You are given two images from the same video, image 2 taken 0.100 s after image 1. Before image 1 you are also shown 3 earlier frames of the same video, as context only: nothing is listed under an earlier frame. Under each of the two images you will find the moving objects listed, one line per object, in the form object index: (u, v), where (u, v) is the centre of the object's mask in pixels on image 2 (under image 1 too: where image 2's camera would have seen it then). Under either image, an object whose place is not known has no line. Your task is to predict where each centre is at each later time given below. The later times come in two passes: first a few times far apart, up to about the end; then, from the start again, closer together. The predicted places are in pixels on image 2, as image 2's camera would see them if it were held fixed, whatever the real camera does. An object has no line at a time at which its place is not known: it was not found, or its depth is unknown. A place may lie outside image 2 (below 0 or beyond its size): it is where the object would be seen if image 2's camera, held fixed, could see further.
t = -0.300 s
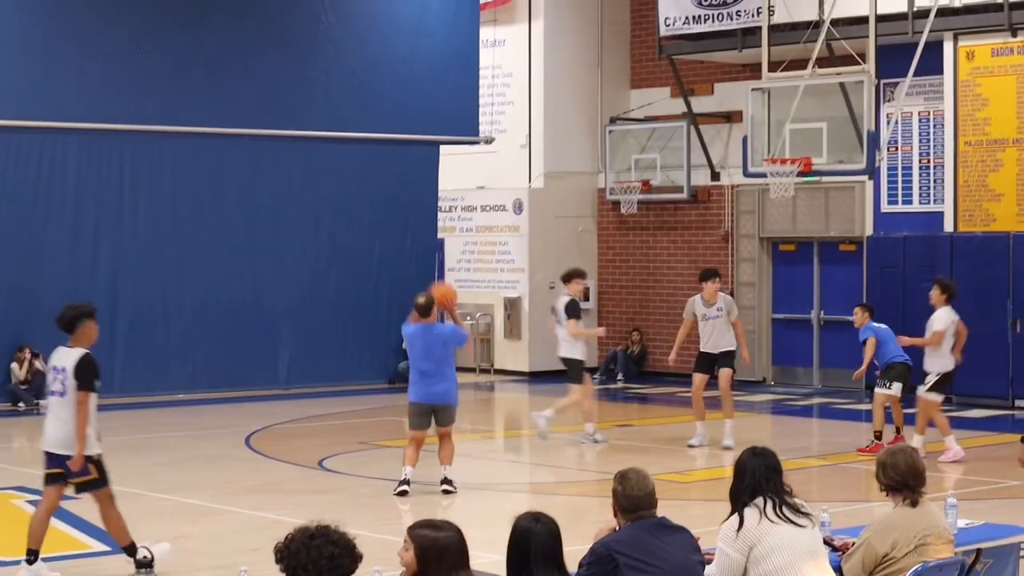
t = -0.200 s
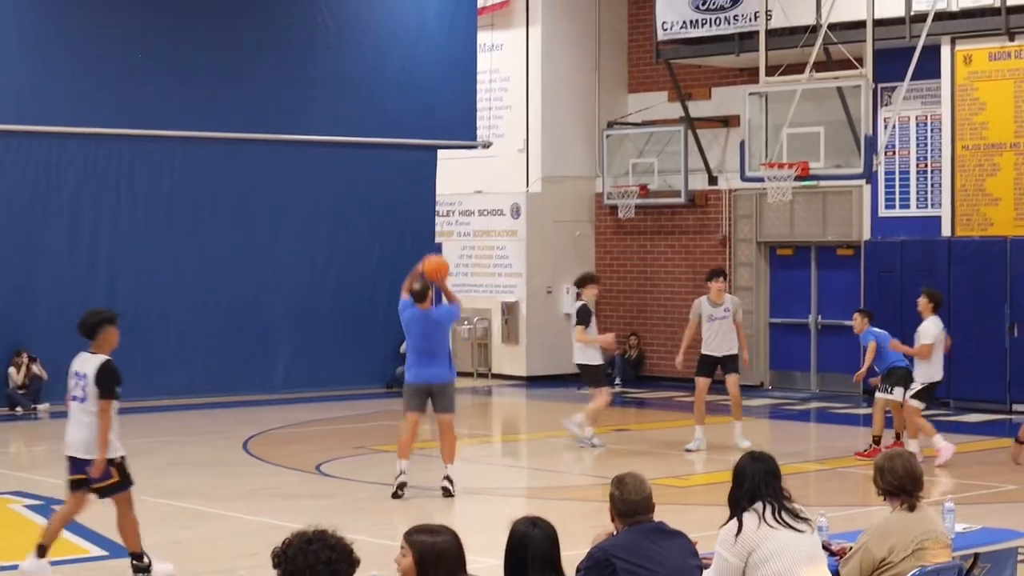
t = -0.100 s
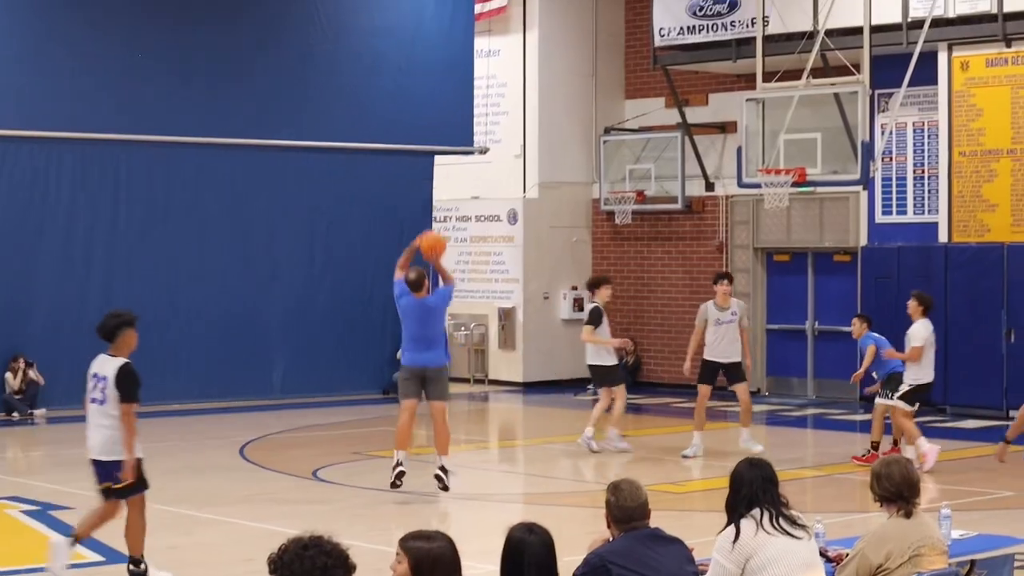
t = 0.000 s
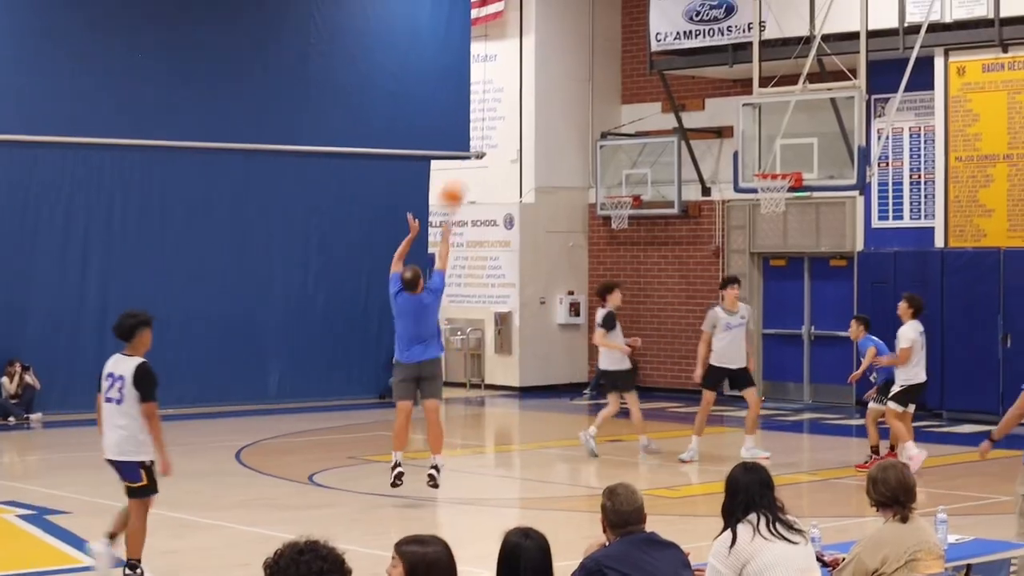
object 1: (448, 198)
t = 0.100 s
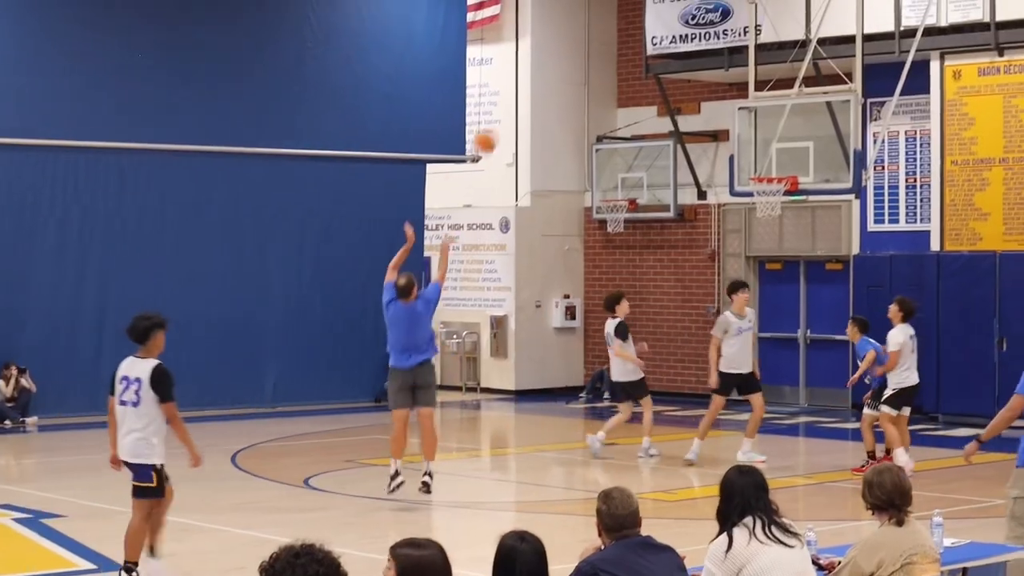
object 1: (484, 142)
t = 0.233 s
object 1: (532, 85)
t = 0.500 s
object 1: (616, 33)
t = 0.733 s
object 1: (682, 48)
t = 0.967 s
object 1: (742, 107)
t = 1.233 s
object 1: (759, 187)
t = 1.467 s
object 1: (761, 197)
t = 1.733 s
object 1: (782, 250)
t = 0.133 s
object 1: (497, 125)
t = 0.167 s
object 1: (508, 109)
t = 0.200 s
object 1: (520, 97)
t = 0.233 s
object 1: (532, 85)
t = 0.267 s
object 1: (542, 75)
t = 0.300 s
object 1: (553, 66)
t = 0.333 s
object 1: (564, 56)
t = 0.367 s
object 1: (574, 50)
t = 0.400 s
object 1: (584, 44)
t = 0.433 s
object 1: (594, 40)
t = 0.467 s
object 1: (604, 36)
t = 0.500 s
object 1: (616, 33)
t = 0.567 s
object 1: (633, 32)
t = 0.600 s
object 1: (642, 33)
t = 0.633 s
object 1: (653, 34)
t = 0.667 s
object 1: (663, 38)
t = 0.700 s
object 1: (672, 42)
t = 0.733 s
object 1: (682, 48)
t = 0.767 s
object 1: (691, 54)
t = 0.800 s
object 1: (699, 60)
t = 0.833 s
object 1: (708, 66)
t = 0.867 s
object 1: (717, 75)
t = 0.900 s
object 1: (725, 85)
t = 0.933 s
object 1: (733, 94)
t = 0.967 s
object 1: (742, 107)
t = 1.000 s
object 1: (750, 118)
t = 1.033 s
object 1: (759, 132)
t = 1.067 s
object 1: (766, 145)
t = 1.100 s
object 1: (774, 160)
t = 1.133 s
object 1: (780, 171)
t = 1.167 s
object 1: (774, 177)
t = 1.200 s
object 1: (765, 186)
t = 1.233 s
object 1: (759, 187)
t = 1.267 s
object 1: (754, 189)
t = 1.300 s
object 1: (751, 191)
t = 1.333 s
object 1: (753, 190)
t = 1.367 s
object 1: (753, 190)
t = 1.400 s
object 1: (756, 191)
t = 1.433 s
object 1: (759, 194)
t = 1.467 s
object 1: (761, 197)
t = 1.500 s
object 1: (763, 200)
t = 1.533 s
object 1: (766, 203)
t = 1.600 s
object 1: (772, 213)
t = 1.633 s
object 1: (774, 220)
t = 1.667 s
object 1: (777, 228)
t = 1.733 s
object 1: (782, 250)
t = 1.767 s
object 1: (785, 261)
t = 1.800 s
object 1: (787, 271)
